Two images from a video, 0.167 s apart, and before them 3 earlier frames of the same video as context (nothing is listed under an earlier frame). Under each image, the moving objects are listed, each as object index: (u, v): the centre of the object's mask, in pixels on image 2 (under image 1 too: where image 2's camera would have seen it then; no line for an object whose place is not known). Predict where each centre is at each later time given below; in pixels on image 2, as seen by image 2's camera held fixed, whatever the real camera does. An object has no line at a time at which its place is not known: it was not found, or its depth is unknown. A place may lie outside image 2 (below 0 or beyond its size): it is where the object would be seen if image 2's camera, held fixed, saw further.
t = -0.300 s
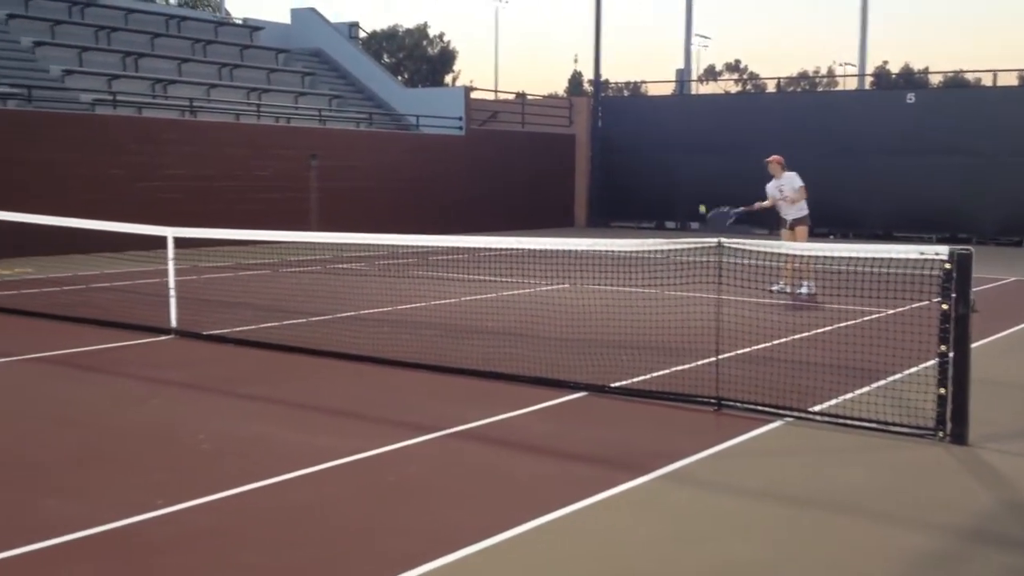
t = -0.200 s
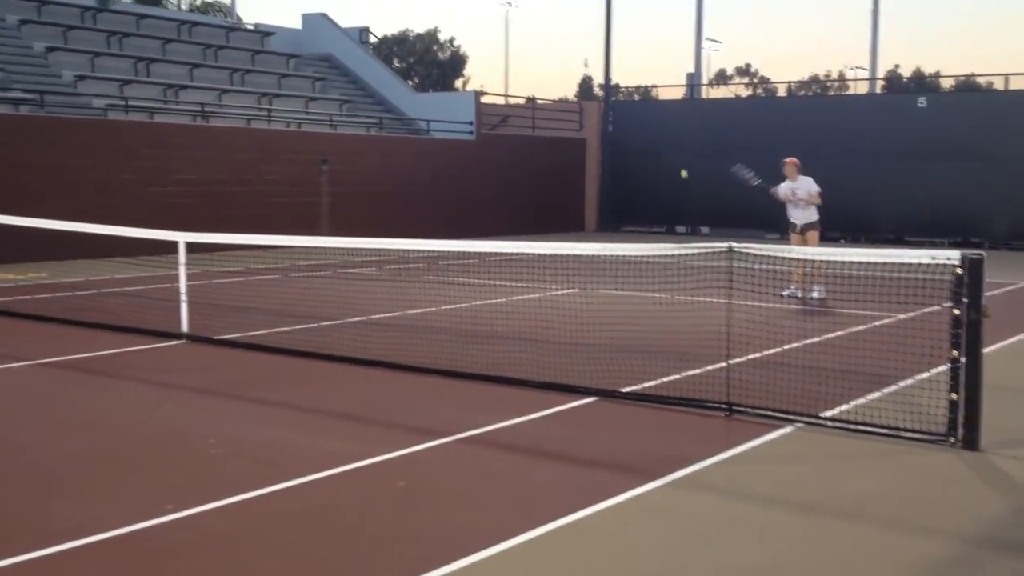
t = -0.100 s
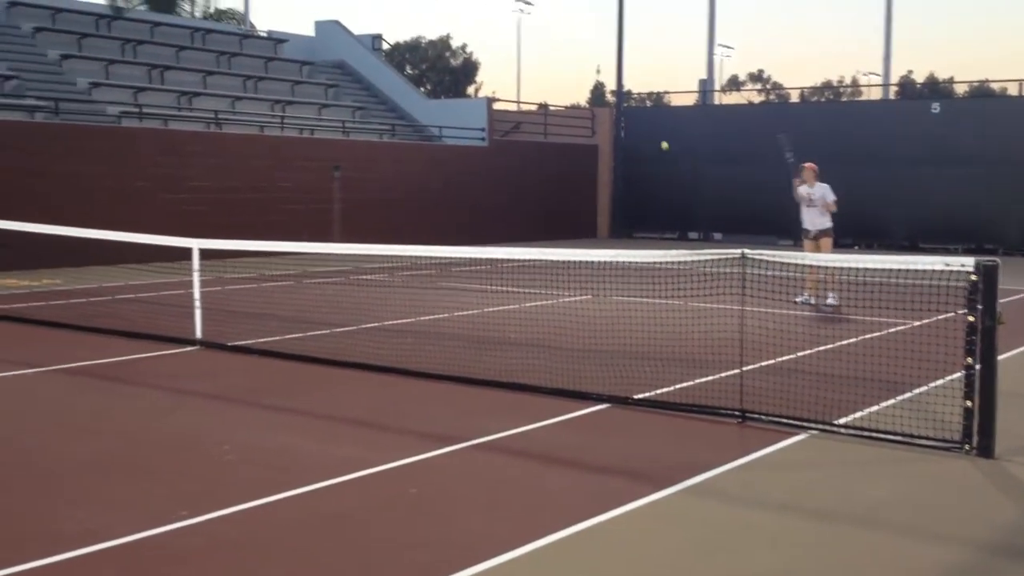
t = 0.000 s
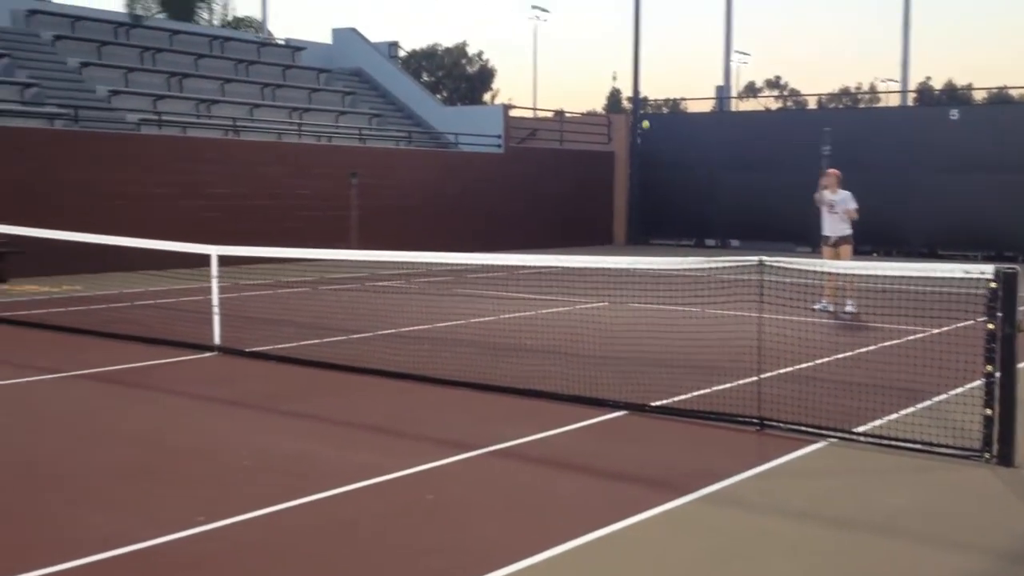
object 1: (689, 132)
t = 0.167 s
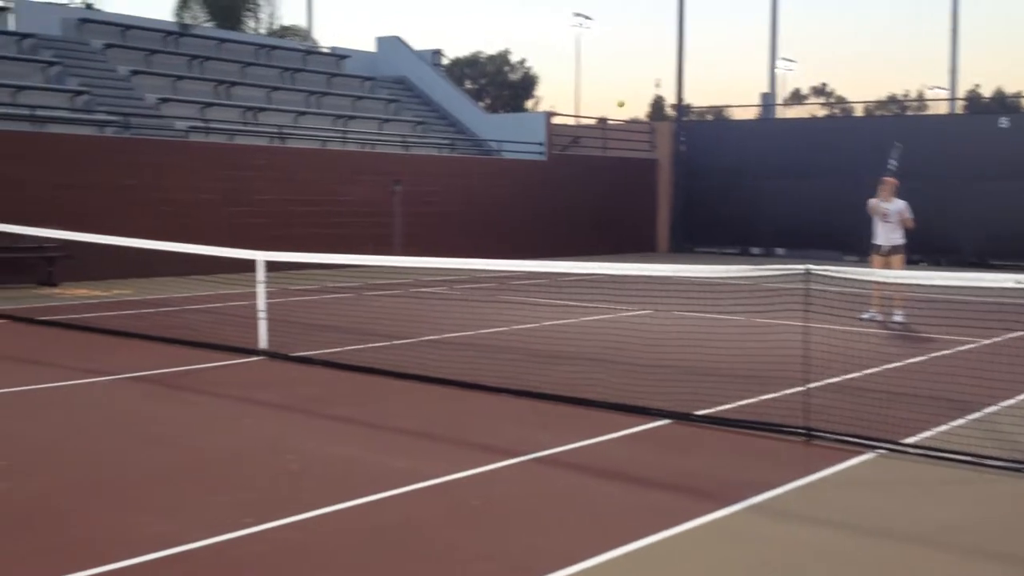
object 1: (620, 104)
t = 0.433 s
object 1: (483, 120)
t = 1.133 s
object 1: (-94, 271)
